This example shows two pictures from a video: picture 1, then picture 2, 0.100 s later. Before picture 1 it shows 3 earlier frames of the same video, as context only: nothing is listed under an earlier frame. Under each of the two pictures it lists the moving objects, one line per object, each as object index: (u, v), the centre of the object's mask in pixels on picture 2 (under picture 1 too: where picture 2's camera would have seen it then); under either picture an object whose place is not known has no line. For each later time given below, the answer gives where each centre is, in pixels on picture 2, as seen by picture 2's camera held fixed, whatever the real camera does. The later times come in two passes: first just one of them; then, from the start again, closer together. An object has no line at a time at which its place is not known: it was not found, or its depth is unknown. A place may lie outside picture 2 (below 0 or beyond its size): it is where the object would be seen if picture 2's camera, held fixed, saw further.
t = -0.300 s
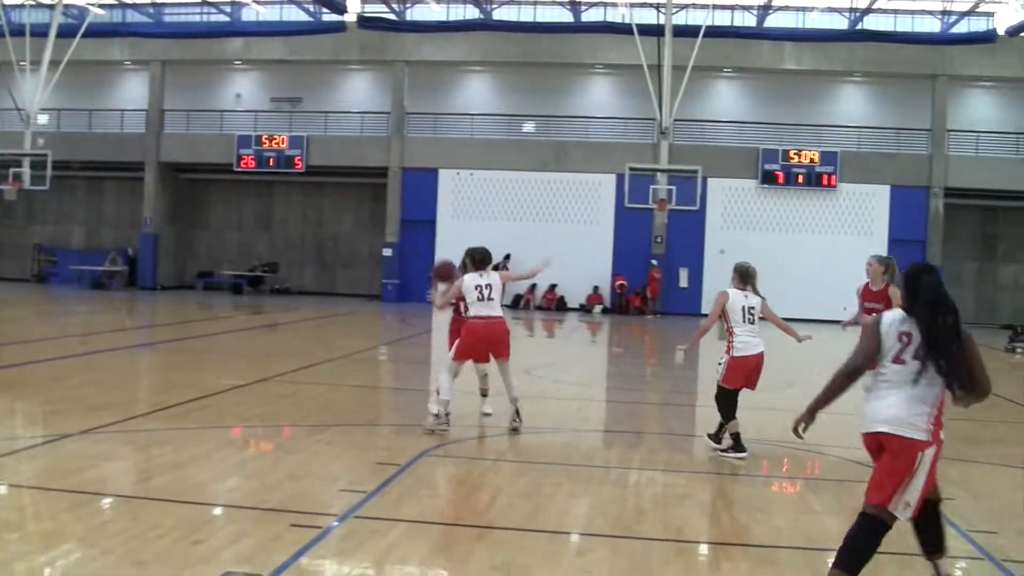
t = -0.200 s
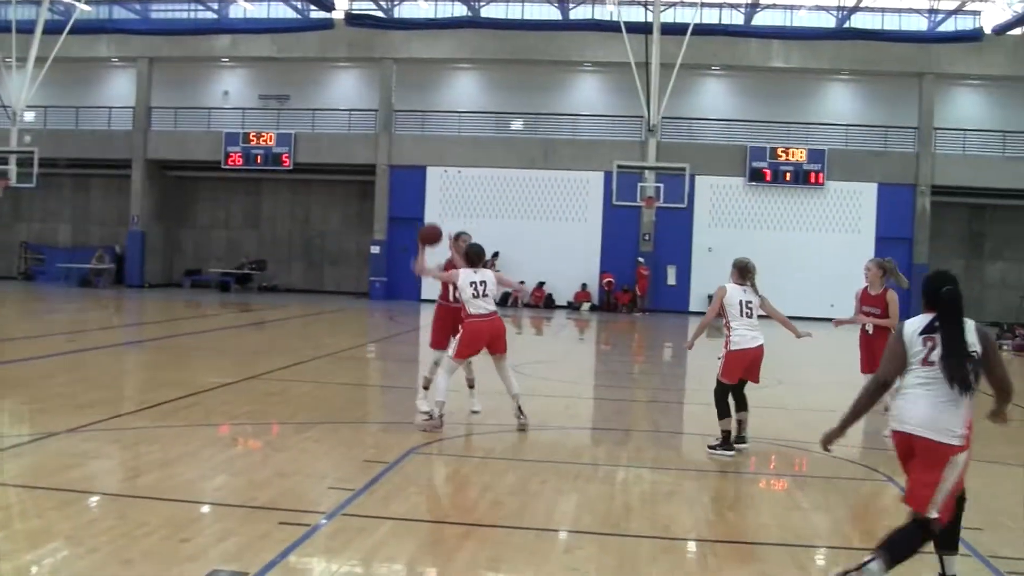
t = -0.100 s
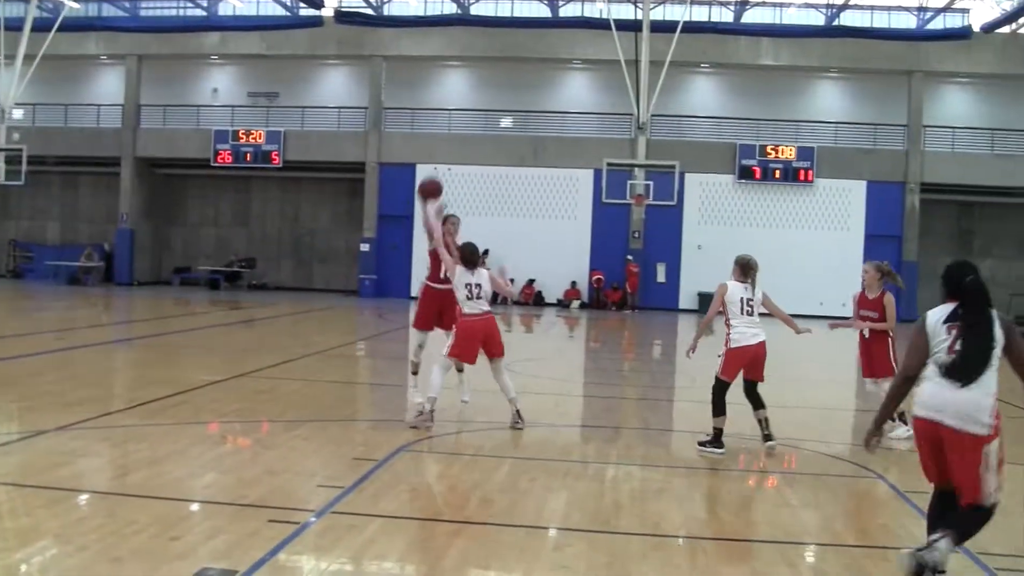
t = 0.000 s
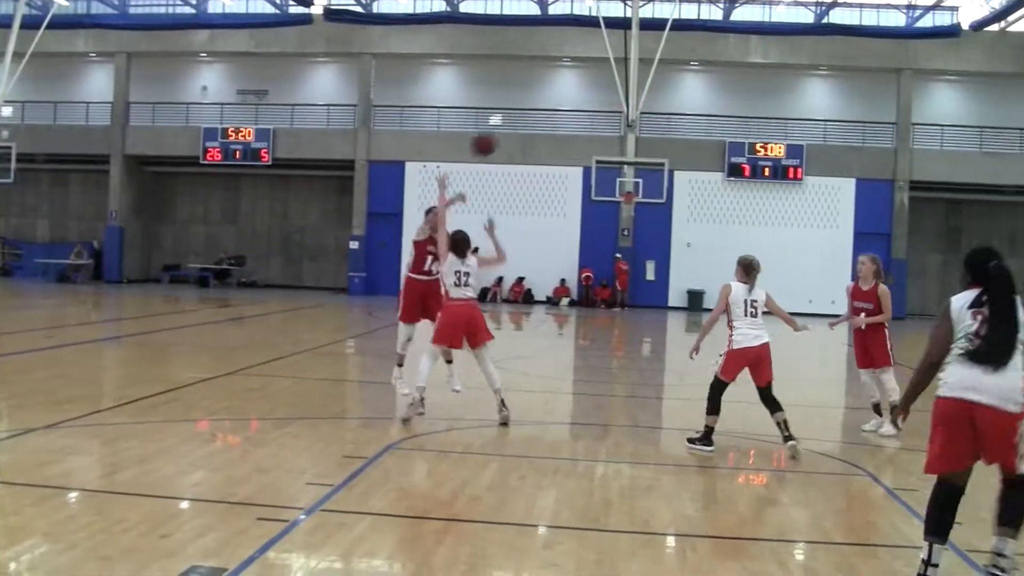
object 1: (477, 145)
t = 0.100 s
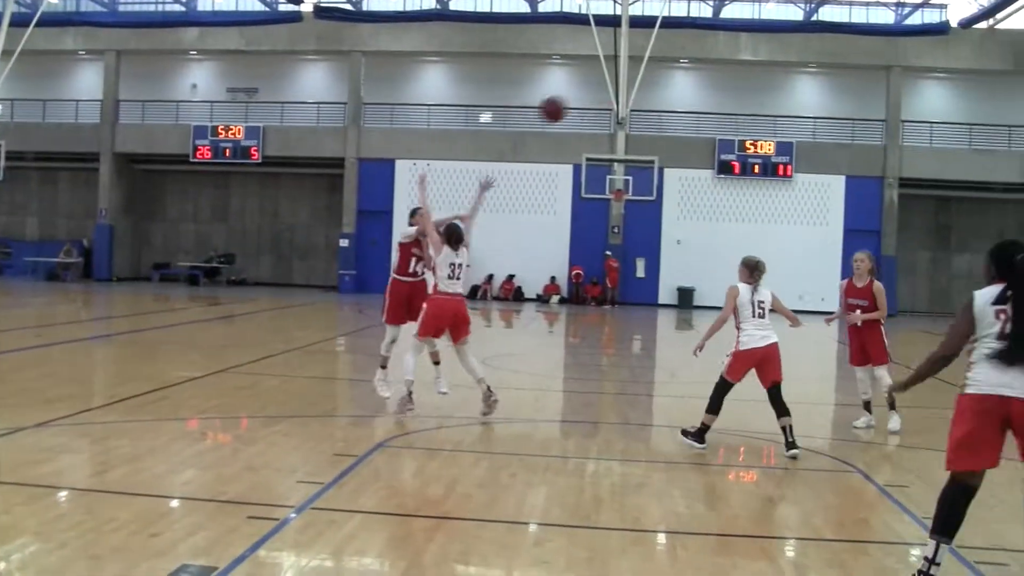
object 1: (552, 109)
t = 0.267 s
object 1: (698, 72)
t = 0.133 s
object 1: (579, 99)
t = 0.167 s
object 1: (605, 91)
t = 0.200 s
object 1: (635, 84)
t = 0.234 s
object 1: (664, 78)
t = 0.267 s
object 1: (698, 72)
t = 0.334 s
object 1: (764, 67)
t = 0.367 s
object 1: (800, 66)
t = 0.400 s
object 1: (828, 70)
